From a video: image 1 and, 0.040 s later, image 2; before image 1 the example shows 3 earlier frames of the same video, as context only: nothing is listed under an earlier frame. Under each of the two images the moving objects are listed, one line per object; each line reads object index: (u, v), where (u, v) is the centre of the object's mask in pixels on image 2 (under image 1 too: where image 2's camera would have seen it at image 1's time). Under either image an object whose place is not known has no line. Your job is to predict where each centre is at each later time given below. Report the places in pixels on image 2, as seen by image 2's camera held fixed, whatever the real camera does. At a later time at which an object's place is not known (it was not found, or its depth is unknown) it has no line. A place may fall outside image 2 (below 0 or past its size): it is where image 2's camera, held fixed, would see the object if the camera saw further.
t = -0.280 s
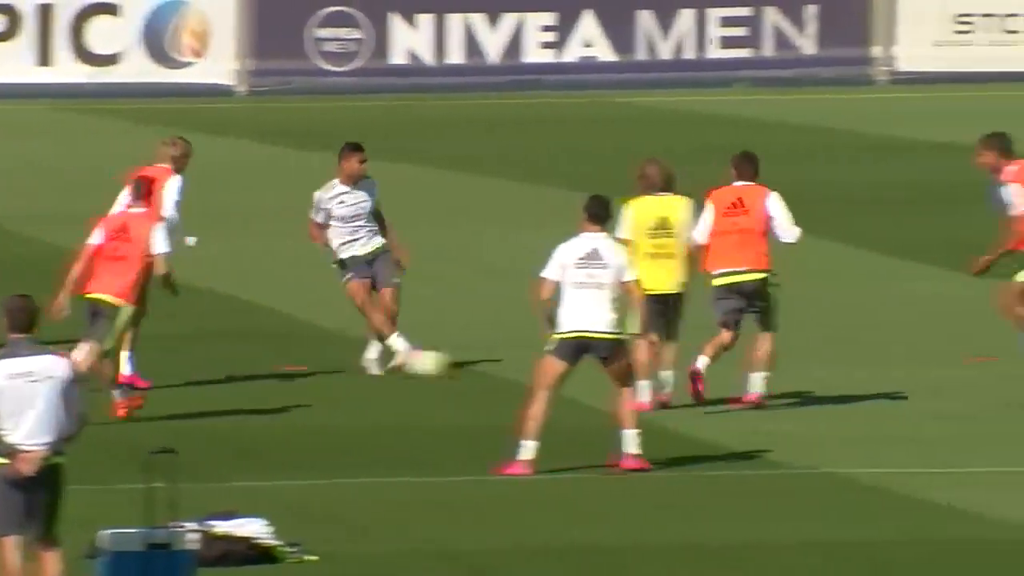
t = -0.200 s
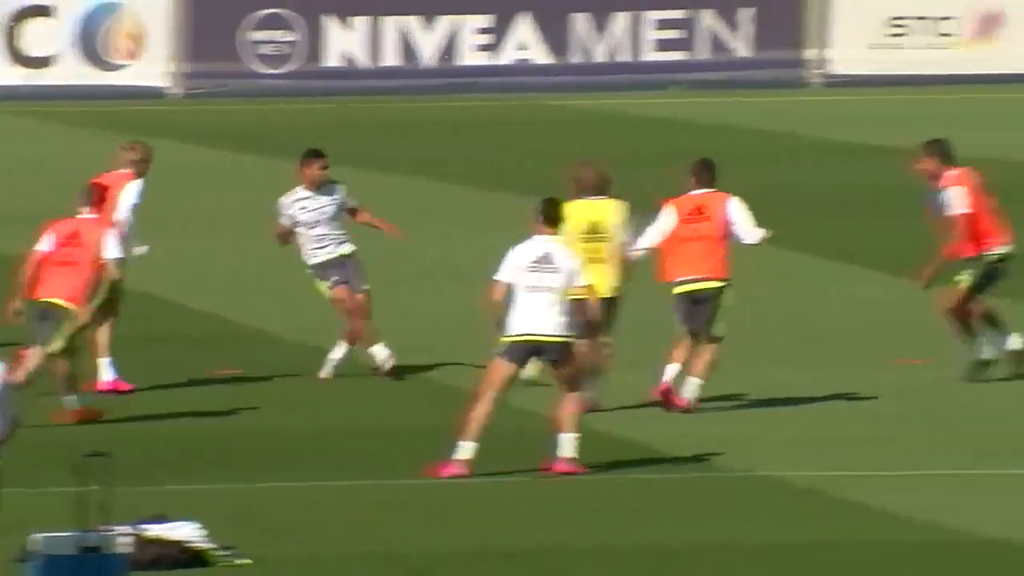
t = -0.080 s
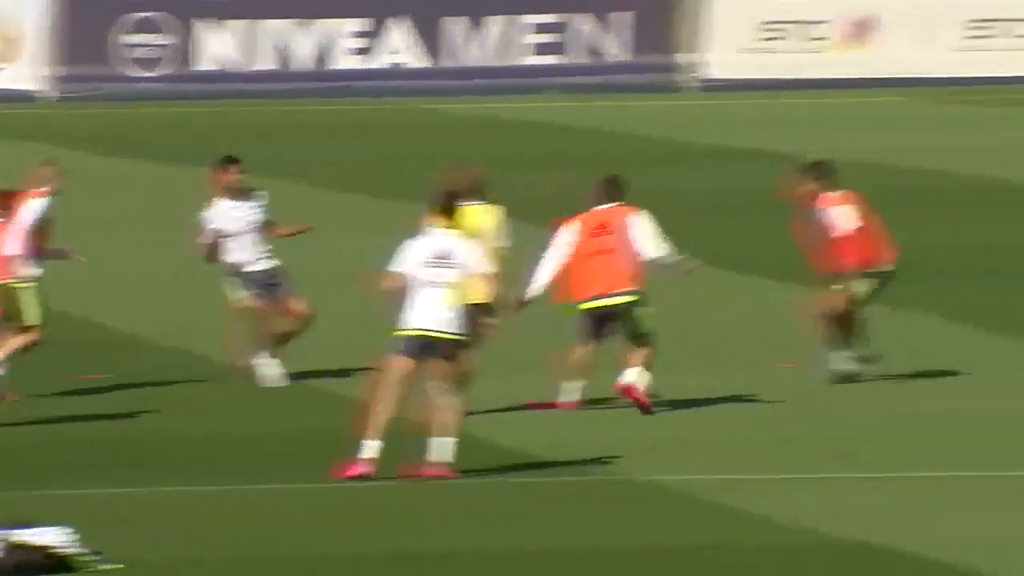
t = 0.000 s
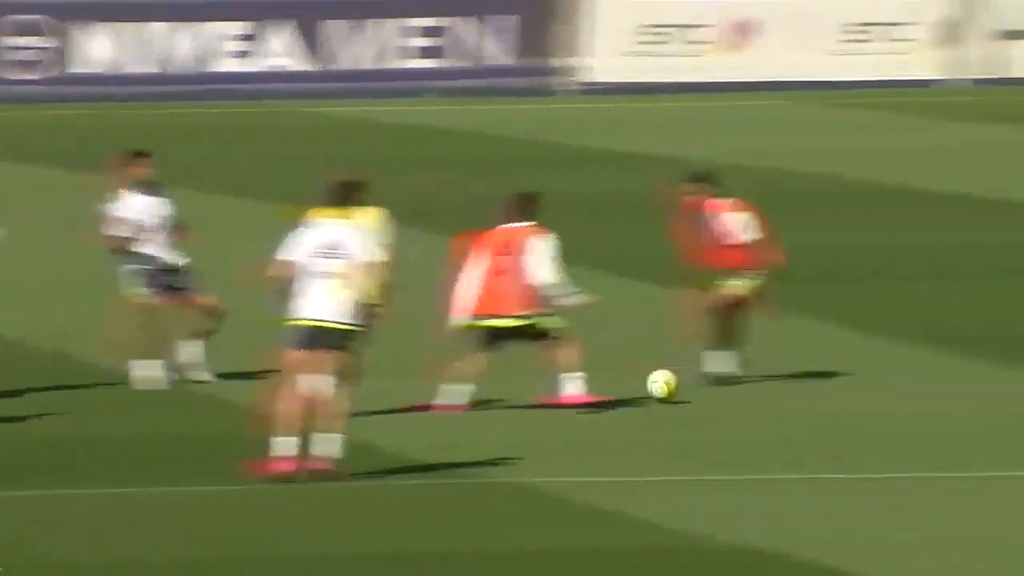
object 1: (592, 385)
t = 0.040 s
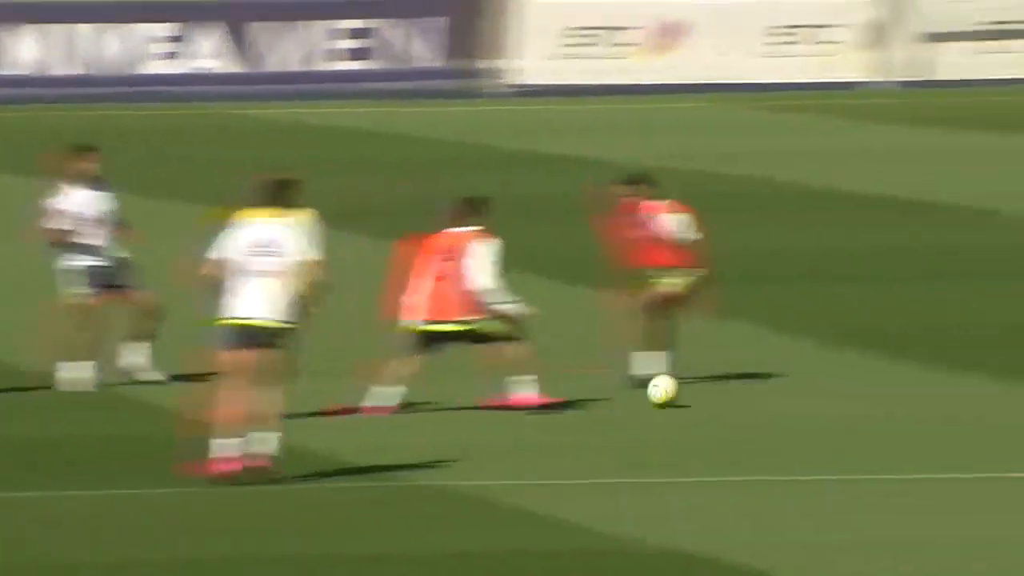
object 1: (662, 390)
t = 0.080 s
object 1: (731, 395)
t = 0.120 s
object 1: (797, 395)
